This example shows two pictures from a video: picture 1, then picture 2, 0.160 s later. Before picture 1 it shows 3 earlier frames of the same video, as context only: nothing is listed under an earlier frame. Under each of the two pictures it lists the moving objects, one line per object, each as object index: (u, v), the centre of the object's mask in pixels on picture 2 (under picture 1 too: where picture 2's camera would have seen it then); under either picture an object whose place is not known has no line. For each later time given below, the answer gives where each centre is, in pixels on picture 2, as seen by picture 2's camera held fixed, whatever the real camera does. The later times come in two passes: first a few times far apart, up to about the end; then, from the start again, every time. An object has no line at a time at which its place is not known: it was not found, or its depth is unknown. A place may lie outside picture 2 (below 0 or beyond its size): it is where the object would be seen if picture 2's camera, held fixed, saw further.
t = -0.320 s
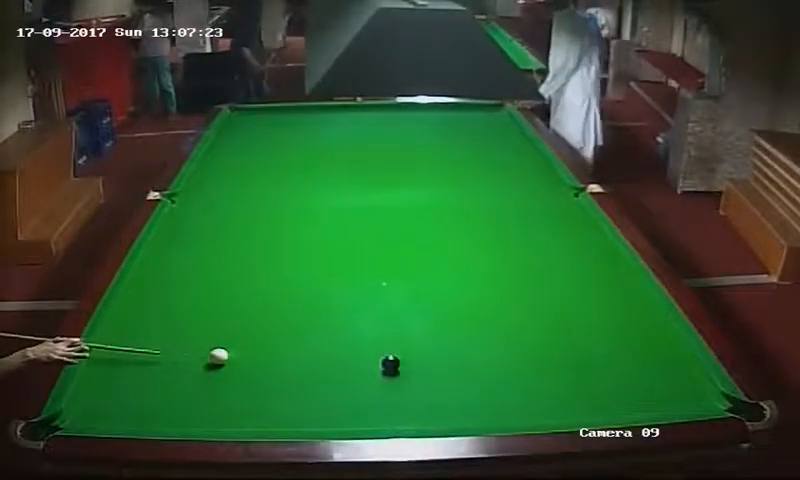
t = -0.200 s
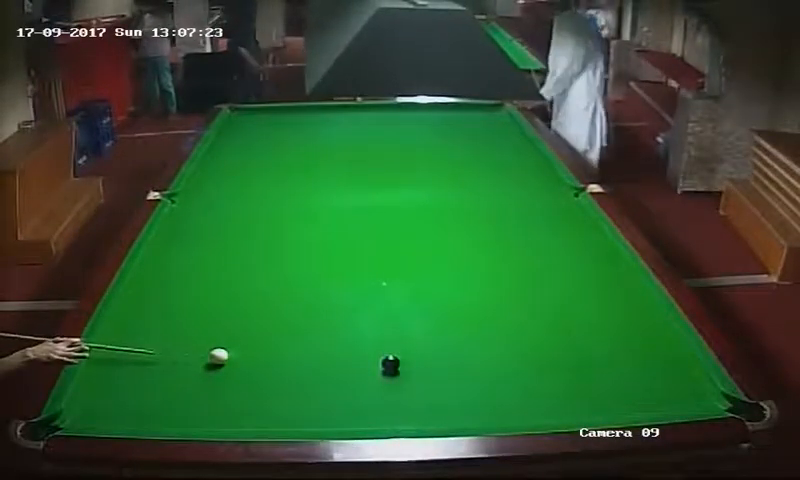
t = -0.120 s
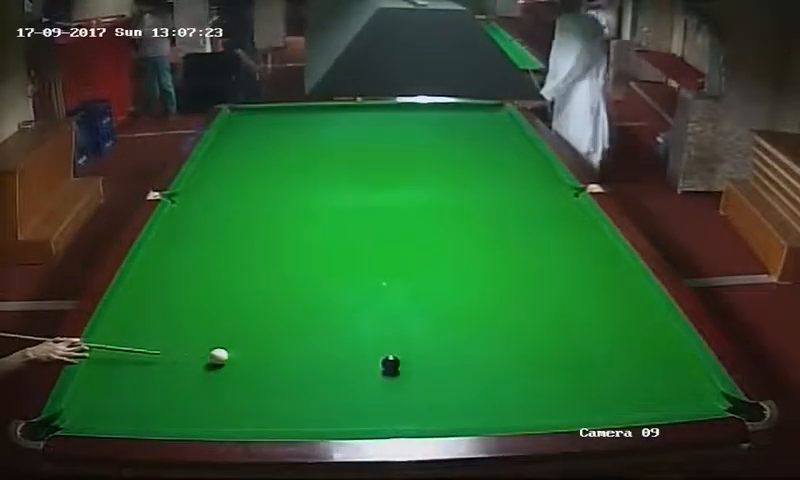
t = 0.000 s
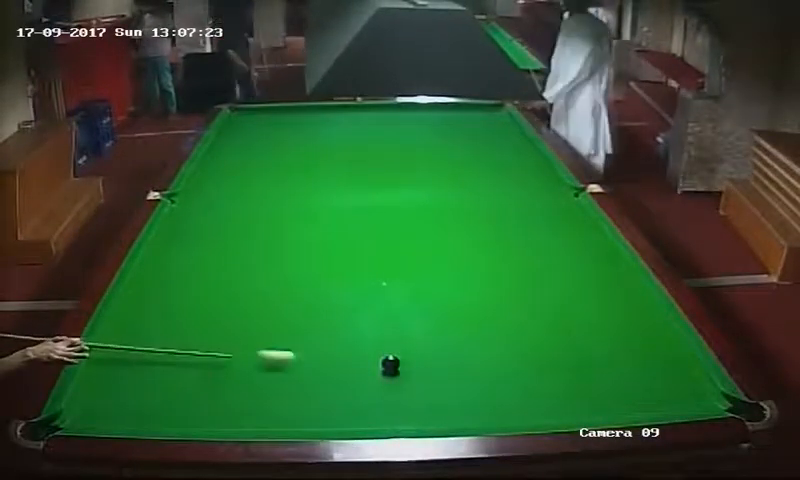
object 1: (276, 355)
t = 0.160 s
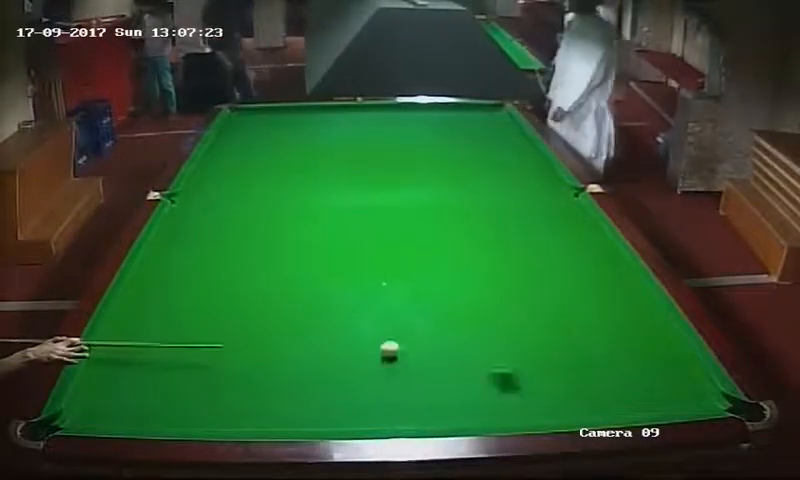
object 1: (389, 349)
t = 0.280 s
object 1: (411, 338)
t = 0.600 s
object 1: (462, 310)
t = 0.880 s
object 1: (500, 290)
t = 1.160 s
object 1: (532, 274)
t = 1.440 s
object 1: (558, 260)
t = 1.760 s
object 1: (584, 246)
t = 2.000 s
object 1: (601, 236)
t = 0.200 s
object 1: (397, 345)
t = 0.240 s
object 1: (404, 341)
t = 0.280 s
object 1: (411, 338)
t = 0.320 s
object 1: (418, 334)
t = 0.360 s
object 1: (424, 330)
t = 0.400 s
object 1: (431, 327)
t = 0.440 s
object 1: (438, 323)
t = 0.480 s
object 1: (444, 319)
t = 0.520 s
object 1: (450, 316)
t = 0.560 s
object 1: (457, 314)
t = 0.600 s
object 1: (462, 310)
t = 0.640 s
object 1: (468, 307)
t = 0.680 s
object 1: (474, 304)
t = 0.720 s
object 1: (479, 301)
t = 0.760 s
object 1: (484, 298)
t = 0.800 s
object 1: (490, 296)
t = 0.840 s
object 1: (496, 293)
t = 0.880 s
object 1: (500, 290)
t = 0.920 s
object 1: (505, 288)
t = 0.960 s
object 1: (510, 286)
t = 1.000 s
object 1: (515, 283)
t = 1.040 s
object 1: (519, 281)
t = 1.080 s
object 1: (523, 278)
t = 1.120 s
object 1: (527, 276)
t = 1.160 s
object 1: (532, 274)
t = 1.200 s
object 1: (536, 272)
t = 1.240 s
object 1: (540, 269)
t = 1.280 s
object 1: (544, 267)
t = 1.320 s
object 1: (548, 265)
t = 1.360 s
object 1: (551, 263)
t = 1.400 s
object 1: (555, 261)
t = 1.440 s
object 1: (558, 260)
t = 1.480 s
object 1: (562, 258)
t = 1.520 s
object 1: (565, 255)
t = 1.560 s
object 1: (569, 254)
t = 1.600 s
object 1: (572, 252)
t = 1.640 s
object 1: (575, 250)
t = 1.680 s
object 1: (578, 249)
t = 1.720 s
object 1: (581, 247)
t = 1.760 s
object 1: (584, 246)
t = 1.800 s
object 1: (587, 244)
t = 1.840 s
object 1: (590, 242)
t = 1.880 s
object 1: (593, 241)
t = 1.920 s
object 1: (596, 239)
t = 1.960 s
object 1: (598, 237)
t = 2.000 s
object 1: (601, 236)
